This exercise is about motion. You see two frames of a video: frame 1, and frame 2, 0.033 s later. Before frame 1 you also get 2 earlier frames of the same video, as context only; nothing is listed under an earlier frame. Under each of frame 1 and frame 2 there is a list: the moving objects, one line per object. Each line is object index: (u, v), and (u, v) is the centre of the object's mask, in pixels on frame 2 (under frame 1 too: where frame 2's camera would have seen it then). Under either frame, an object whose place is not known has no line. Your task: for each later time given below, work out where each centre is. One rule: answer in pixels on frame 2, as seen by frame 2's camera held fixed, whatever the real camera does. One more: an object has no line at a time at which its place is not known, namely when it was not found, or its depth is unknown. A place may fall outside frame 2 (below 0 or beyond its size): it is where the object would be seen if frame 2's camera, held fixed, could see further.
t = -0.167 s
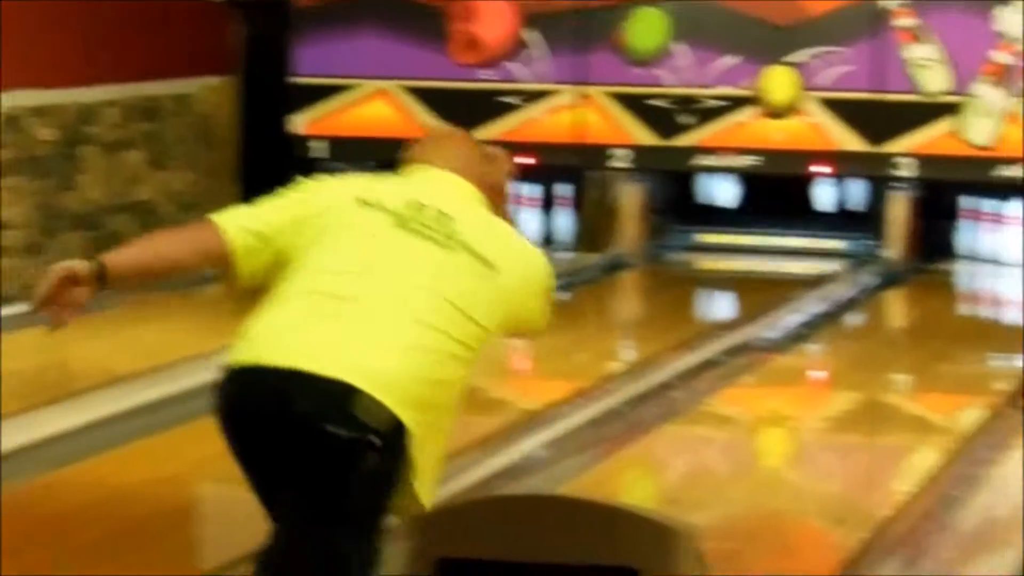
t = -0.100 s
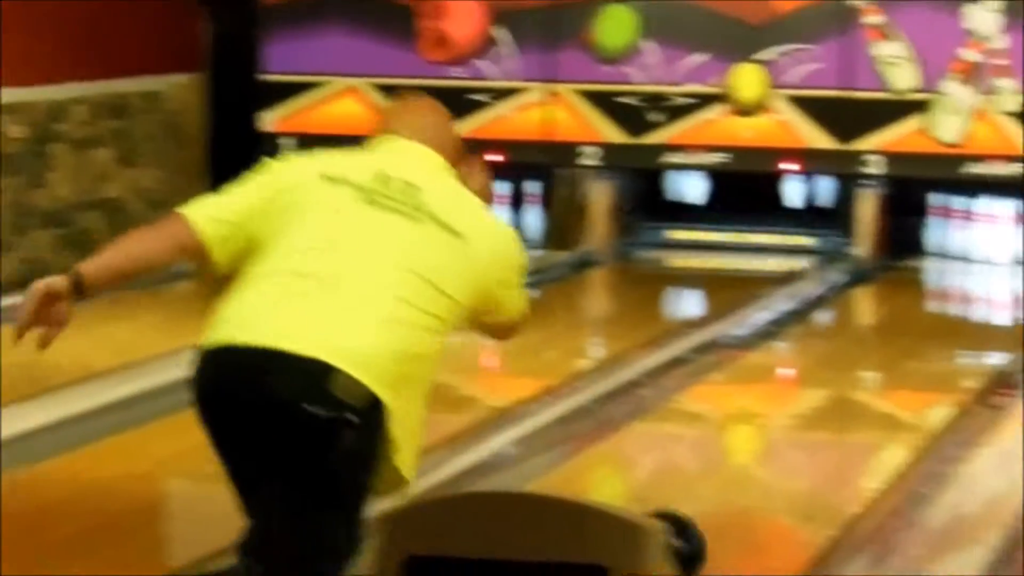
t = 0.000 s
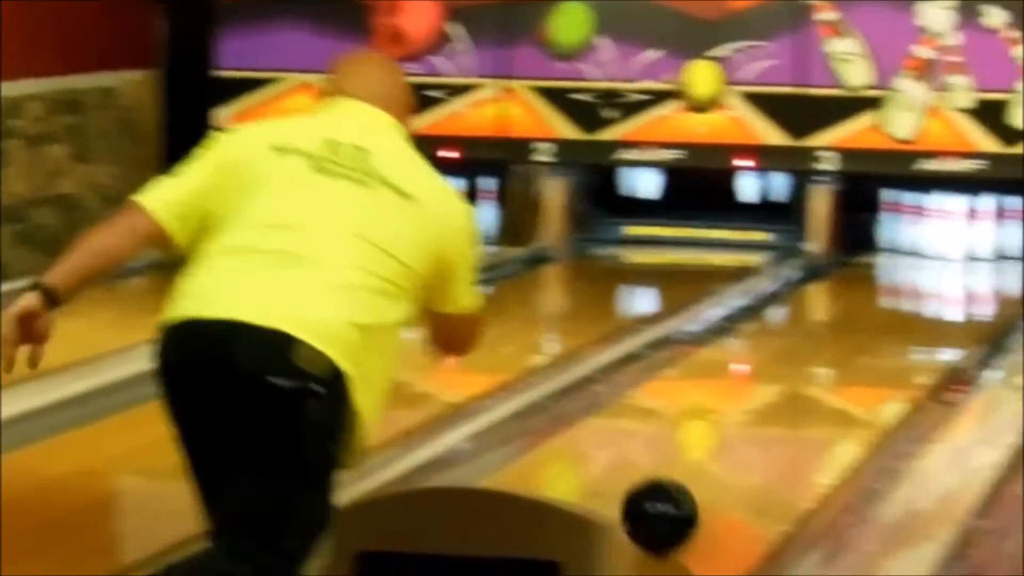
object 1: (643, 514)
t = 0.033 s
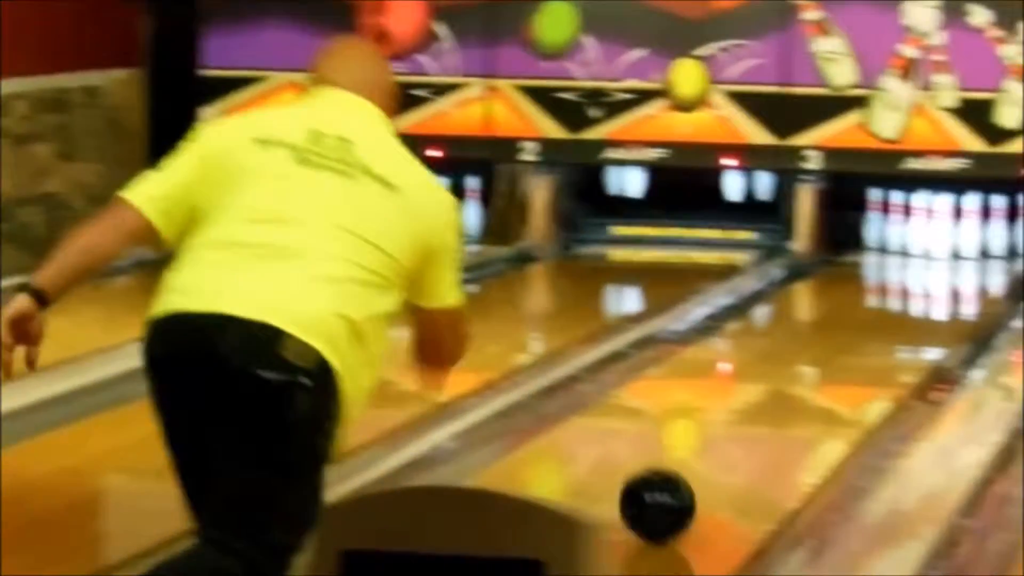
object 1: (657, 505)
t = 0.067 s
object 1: (670, 497)
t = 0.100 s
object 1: (681, 487)
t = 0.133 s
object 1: (693, 478)
